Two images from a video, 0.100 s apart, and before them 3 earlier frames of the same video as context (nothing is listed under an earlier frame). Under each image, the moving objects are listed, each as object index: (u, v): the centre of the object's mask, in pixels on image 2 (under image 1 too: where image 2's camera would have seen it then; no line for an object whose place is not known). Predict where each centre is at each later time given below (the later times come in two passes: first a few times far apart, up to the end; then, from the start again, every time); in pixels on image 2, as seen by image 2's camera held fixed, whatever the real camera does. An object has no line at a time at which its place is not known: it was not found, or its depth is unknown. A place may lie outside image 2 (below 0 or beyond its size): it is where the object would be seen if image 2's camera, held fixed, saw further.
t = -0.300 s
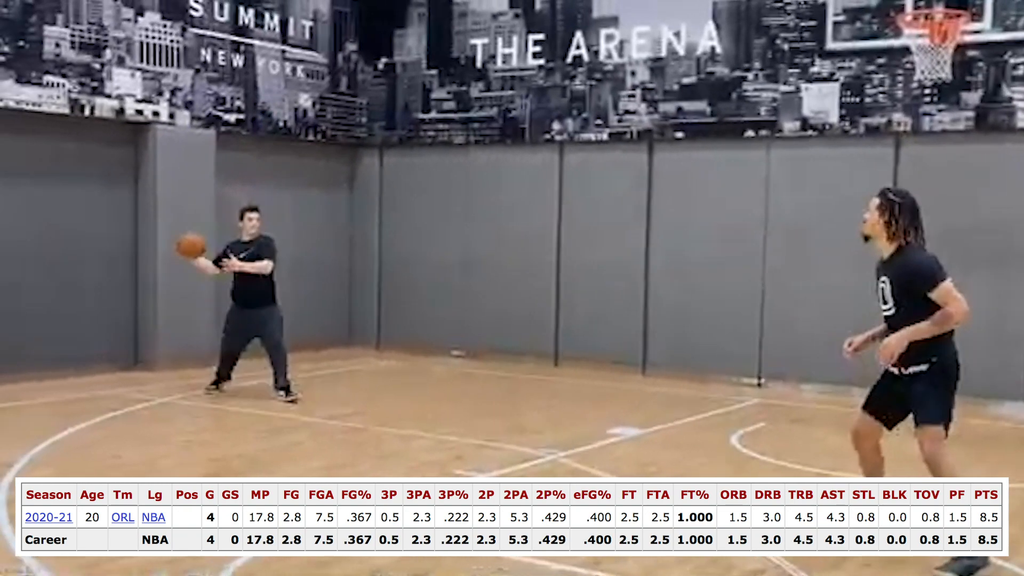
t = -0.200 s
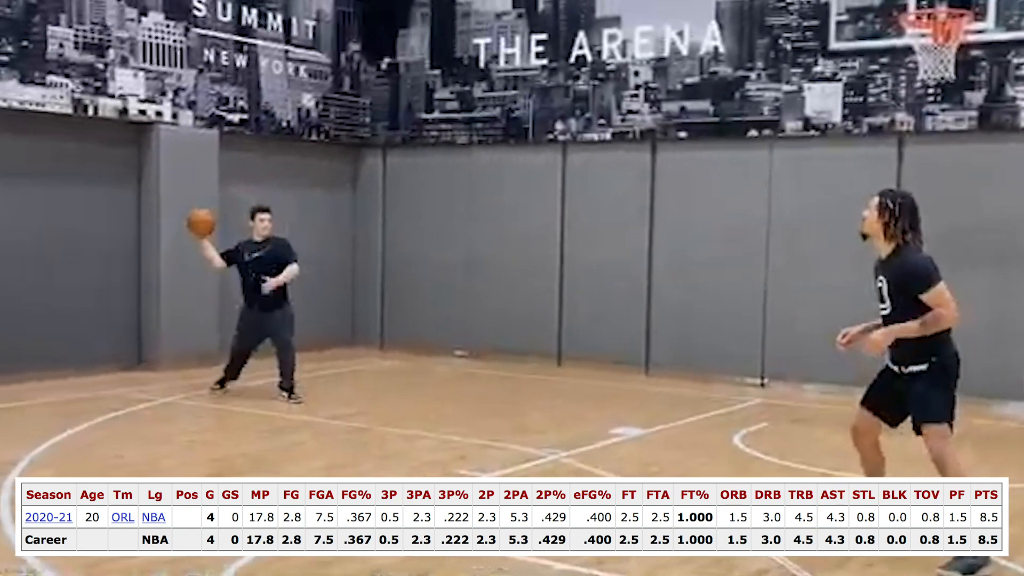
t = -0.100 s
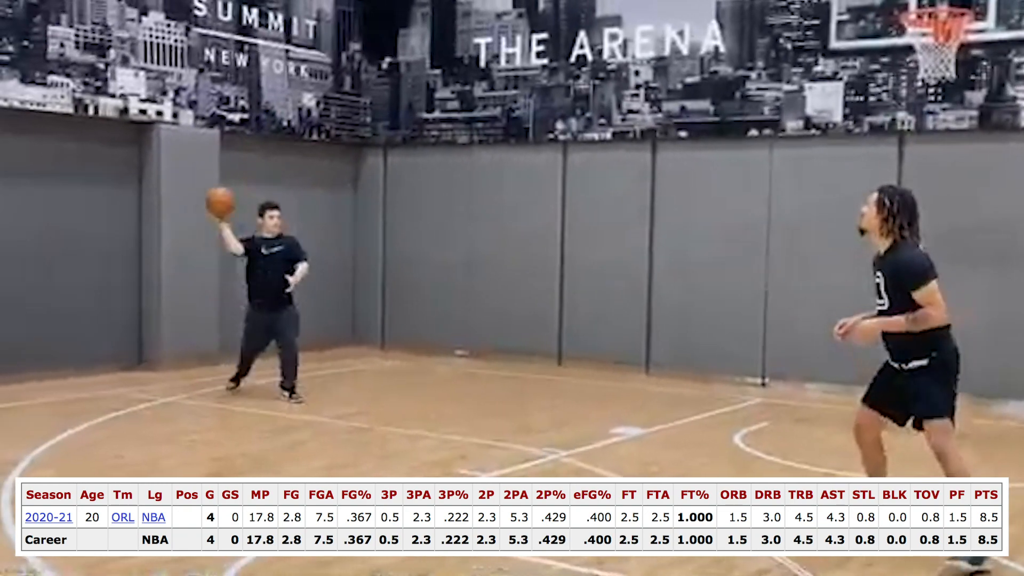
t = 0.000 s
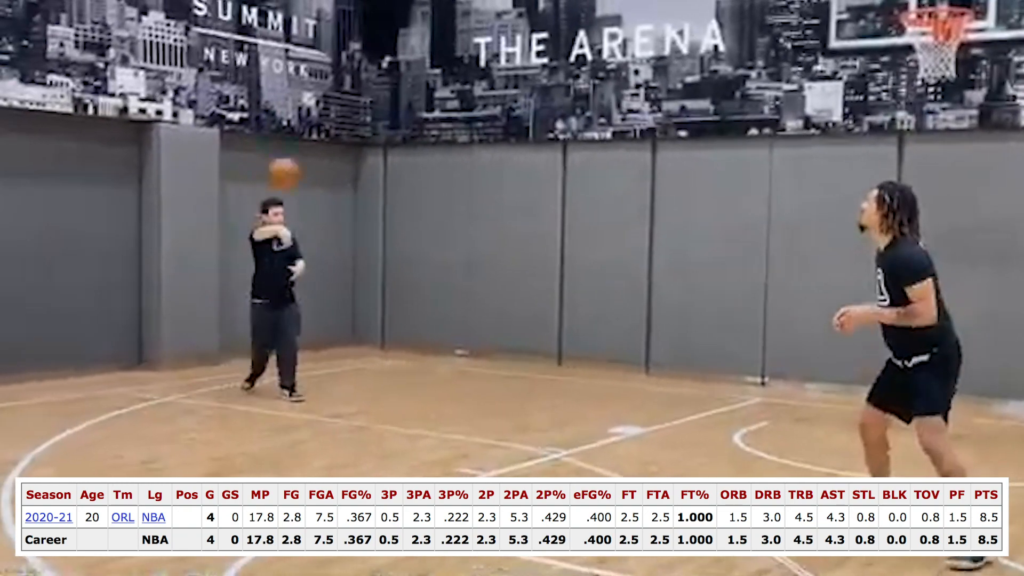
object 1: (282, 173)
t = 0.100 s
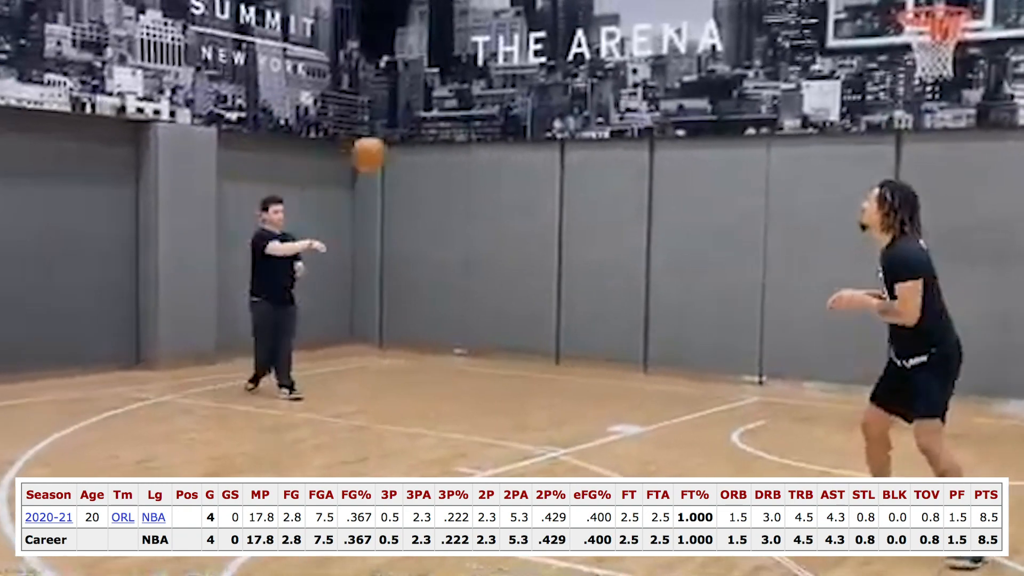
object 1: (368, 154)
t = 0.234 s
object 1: (508, 143)
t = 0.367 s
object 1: (687, 158)
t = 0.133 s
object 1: (401, 150)
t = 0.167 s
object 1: (434, 147)
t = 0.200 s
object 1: (470, 145)
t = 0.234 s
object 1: (508, 143)
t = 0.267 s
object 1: (548, 144)
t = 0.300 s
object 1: (592, 148)
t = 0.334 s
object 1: (637, 151)
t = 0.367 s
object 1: (687, 158)
